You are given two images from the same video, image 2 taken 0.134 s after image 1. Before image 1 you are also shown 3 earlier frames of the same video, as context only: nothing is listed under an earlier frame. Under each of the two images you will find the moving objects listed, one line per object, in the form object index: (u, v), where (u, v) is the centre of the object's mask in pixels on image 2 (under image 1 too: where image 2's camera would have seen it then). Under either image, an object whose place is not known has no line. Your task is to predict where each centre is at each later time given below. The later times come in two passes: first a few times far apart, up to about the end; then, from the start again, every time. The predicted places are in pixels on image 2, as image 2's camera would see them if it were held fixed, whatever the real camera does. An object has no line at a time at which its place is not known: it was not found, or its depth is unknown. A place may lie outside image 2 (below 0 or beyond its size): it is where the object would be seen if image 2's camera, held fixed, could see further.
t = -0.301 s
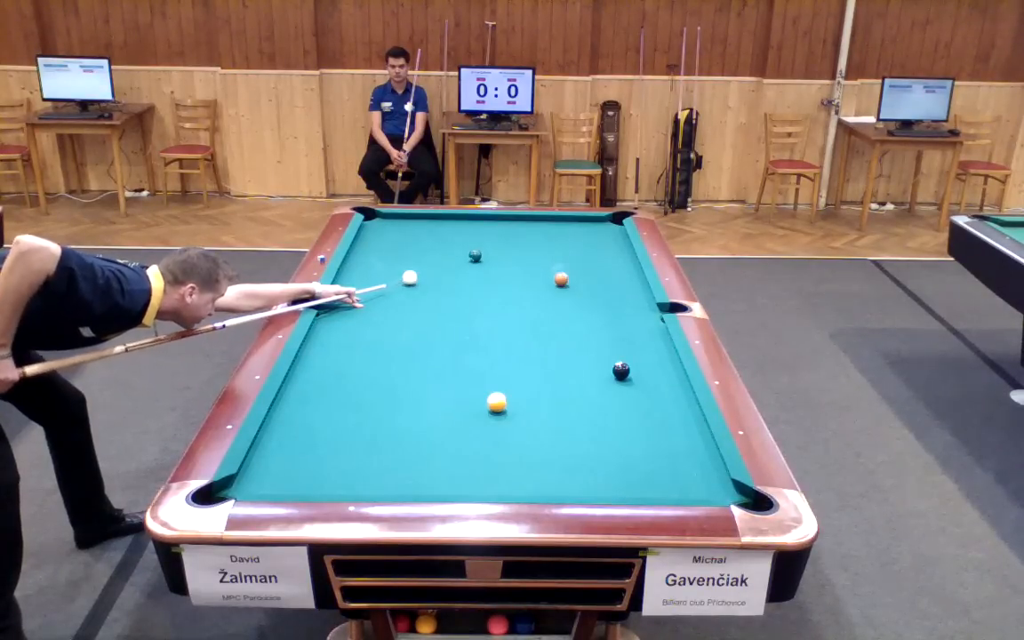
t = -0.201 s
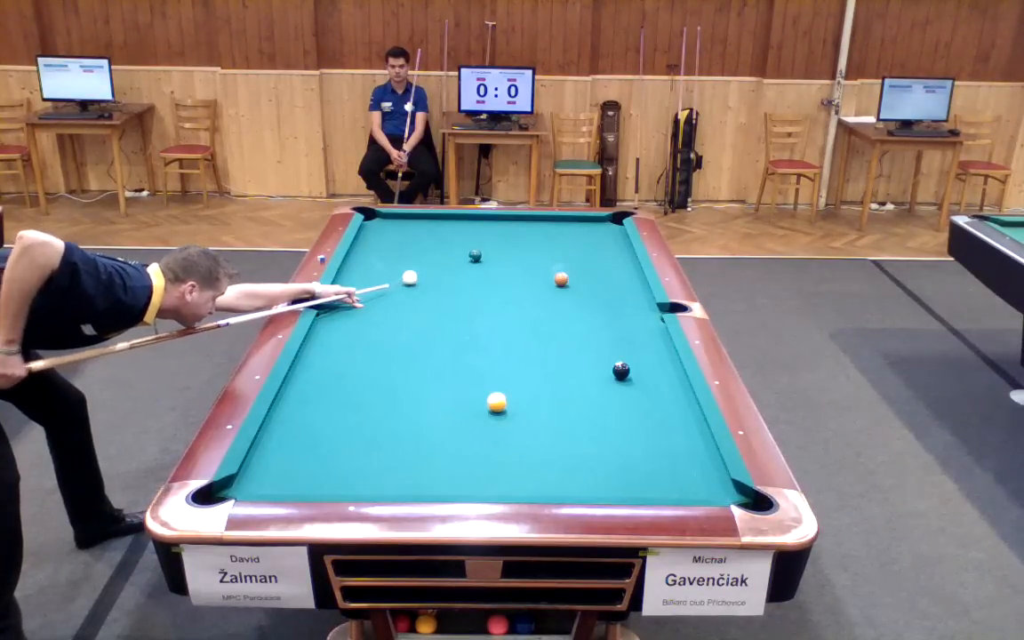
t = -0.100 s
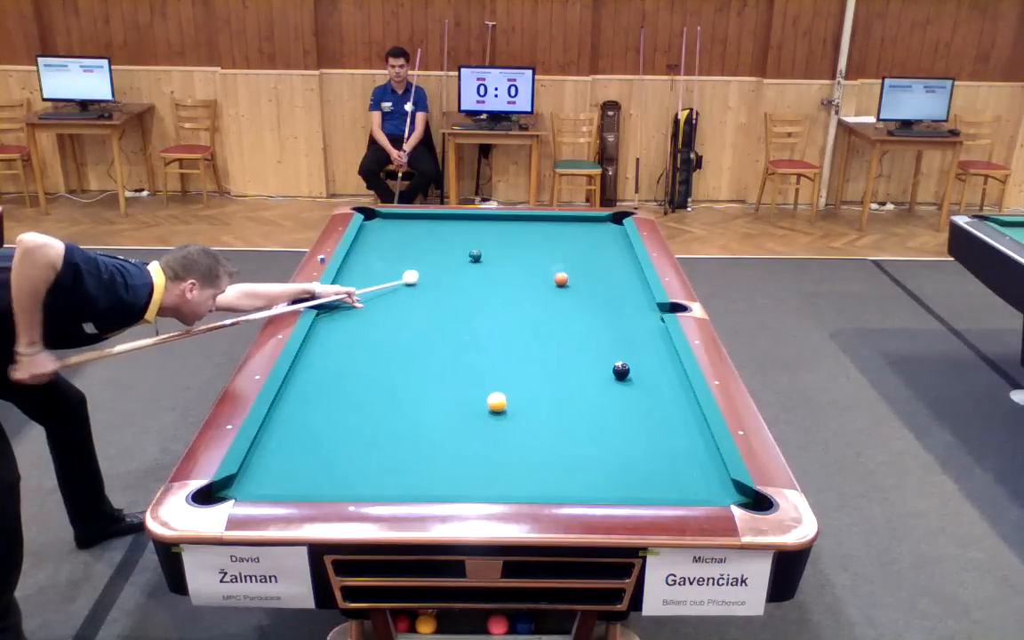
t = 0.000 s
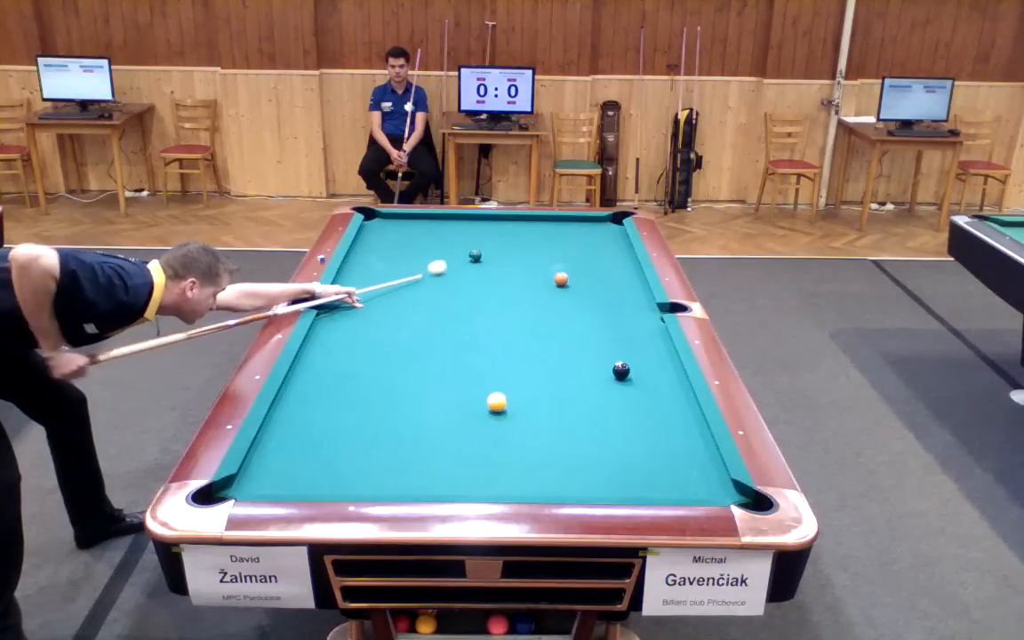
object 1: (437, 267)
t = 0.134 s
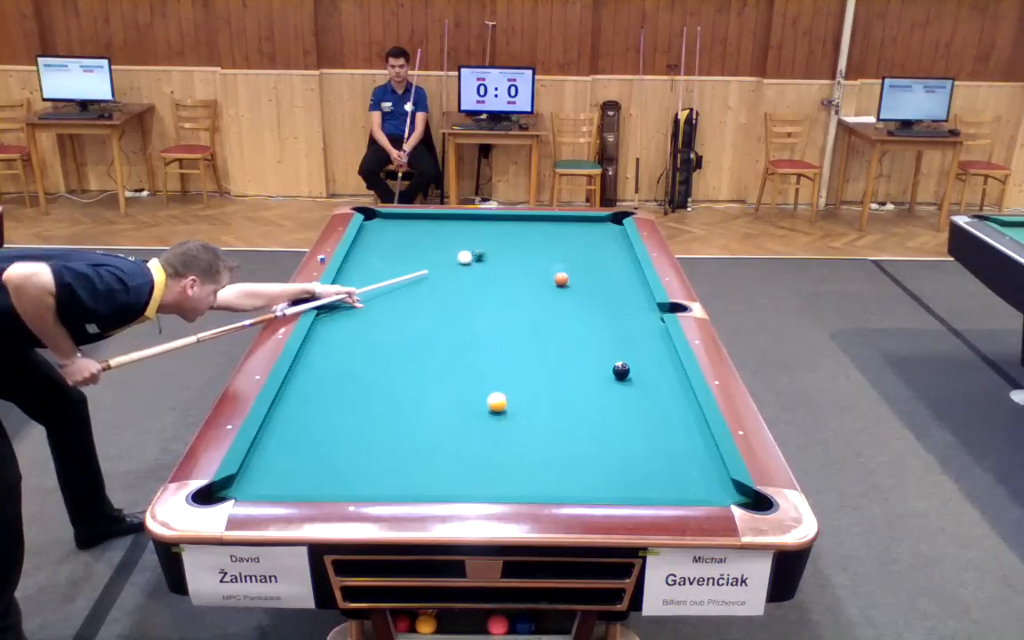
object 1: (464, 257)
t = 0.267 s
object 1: (462, 256)
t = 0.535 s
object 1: (457, 254)
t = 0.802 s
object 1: (453, 252)
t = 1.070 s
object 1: (449, 251)
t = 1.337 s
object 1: (446, 250)
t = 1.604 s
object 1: (444, 248)
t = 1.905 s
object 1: (442, 248)
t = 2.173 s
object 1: (442, 248)
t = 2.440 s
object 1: (442, 247)
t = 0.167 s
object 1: (464, 257)
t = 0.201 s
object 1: (463, 256)
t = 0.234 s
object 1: (462, 256)
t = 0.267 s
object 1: (462, 256)
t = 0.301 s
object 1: (461, 256)
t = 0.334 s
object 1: (461, 256)
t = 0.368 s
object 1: (460, 255)
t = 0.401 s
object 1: (459, 255)
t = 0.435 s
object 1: (459, 255)
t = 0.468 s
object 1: (458, 254)
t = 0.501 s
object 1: (458, 254)
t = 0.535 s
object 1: (457, 254)
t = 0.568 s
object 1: (456, 254)
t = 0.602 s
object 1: (456, 253)
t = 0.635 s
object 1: (455, 253)
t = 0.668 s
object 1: (455, 253)
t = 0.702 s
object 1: (454, 253)
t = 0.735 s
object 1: (454, 252)
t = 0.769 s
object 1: (453, 252)
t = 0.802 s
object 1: (453, 252)
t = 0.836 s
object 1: (452, 252)
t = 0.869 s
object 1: (451, 252)
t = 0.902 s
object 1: (451, 251)
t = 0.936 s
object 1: (451, 251)
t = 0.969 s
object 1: (450, 251)
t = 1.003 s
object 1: (450, 251)
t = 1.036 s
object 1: (449, 251)
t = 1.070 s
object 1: (449, 251)
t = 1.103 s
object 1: (449, 250)
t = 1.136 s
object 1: (448, 250)
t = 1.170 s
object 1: (448, 250)
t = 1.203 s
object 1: (447, 250)
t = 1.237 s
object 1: (447, 250)
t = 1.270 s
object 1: (447, 250)
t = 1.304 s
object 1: (447, 250)
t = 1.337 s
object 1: (446, 250)
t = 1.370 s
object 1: (446, 249)
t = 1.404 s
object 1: (446, 249)
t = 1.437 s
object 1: (446, 249)
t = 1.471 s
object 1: (445, 249)
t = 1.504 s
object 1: (445, 249)
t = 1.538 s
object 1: (445, 249)
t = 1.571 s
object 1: (445, 249)
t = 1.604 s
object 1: (444, 248)
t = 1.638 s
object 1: (444, 248)
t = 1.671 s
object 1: (444, 248)
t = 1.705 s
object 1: (443, 248)
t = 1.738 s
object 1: (443, 248)
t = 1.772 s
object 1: (443, 248)
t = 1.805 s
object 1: (443, 248)
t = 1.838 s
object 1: (443, 248)
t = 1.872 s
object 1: (443, 248)
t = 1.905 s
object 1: (442, 248)
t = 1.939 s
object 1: (442, 248)
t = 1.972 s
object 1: (442, 248)
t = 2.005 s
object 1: (442, 248)
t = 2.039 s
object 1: (442, 248)
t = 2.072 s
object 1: (442, 248)
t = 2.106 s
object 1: (442, 248)
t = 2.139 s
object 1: (442, 248)
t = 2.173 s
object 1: (442, 248)
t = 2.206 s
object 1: (442, 248)
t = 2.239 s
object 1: (442, 248)
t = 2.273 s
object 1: (442, 248)
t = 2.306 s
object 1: (442, 247)
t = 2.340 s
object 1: (442, 247)
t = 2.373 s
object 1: (442, 247)
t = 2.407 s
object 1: (442, 247)
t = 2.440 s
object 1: (442, 247)
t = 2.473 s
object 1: (442, 247)
